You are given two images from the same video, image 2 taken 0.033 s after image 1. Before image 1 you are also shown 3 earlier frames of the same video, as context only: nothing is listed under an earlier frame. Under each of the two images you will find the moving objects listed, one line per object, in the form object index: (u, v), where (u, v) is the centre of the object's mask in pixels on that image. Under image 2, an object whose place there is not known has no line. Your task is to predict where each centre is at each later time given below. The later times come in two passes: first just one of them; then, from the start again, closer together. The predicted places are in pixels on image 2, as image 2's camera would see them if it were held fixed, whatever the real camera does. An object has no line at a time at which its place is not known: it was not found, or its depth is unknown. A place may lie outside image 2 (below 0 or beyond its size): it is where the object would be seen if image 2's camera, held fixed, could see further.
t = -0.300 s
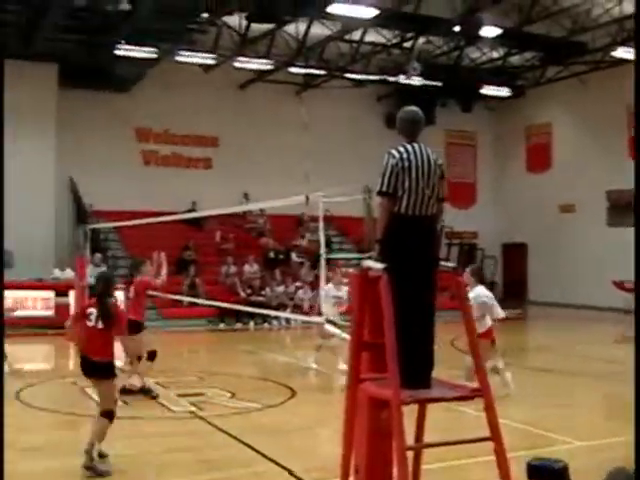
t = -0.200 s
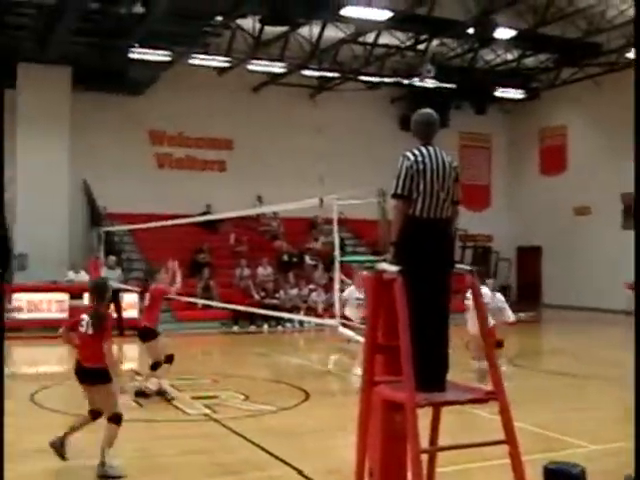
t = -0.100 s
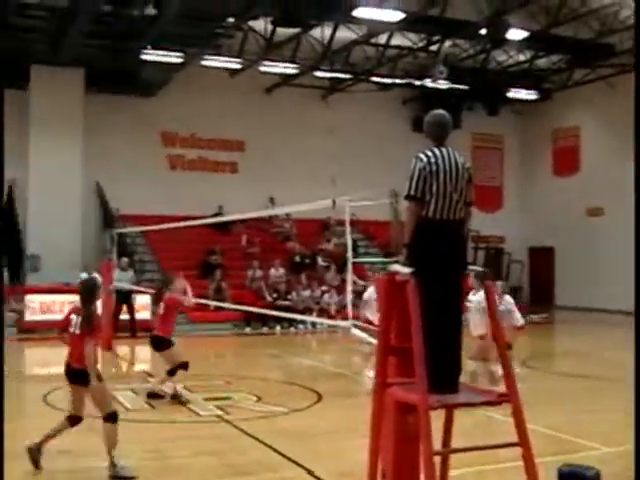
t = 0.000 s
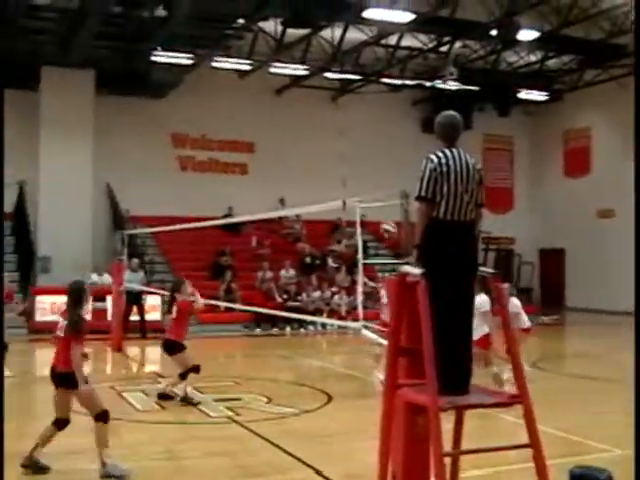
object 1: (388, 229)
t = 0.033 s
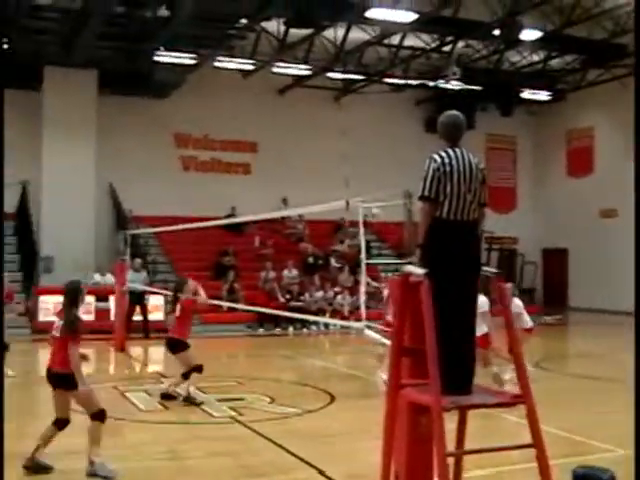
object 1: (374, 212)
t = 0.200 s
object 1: (293, 157)
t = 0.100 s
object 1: (342, 189)
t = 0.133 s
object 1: (326, 178)
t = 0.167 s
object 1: (310, 168)
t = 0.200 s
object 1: (293, 157)
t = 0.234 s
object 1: (276, 148)
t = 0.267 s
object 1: (261, 138)
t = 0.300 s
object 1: (243, 129)
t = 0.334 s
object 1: (226, 124)
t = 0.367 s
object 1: (208, 116)
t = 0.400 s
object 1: (192, 113)
